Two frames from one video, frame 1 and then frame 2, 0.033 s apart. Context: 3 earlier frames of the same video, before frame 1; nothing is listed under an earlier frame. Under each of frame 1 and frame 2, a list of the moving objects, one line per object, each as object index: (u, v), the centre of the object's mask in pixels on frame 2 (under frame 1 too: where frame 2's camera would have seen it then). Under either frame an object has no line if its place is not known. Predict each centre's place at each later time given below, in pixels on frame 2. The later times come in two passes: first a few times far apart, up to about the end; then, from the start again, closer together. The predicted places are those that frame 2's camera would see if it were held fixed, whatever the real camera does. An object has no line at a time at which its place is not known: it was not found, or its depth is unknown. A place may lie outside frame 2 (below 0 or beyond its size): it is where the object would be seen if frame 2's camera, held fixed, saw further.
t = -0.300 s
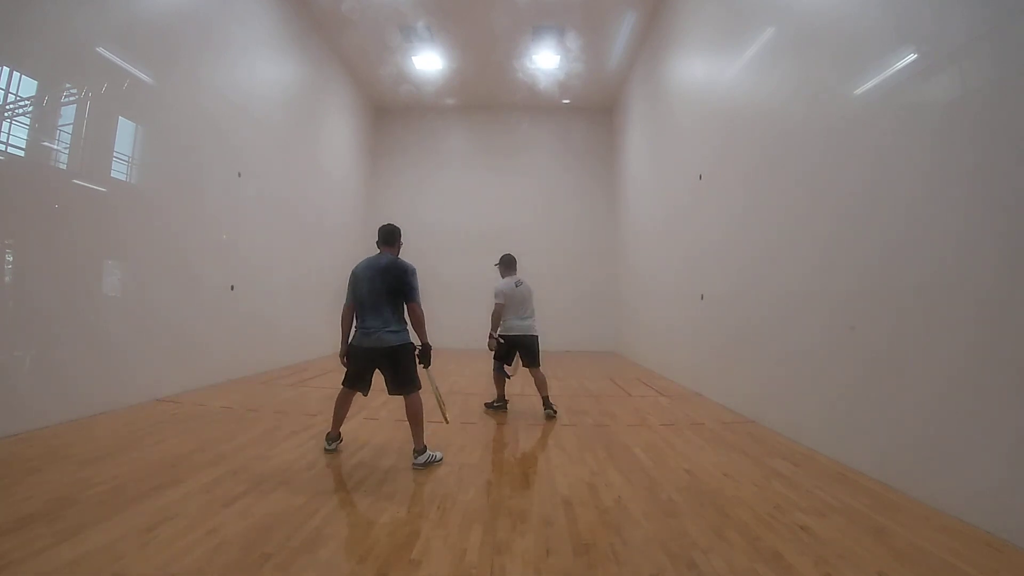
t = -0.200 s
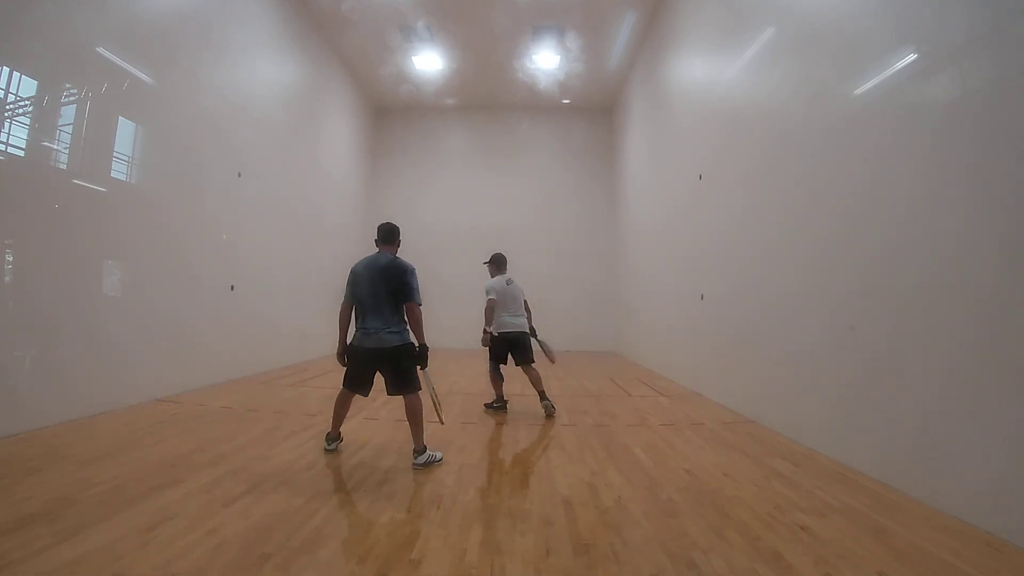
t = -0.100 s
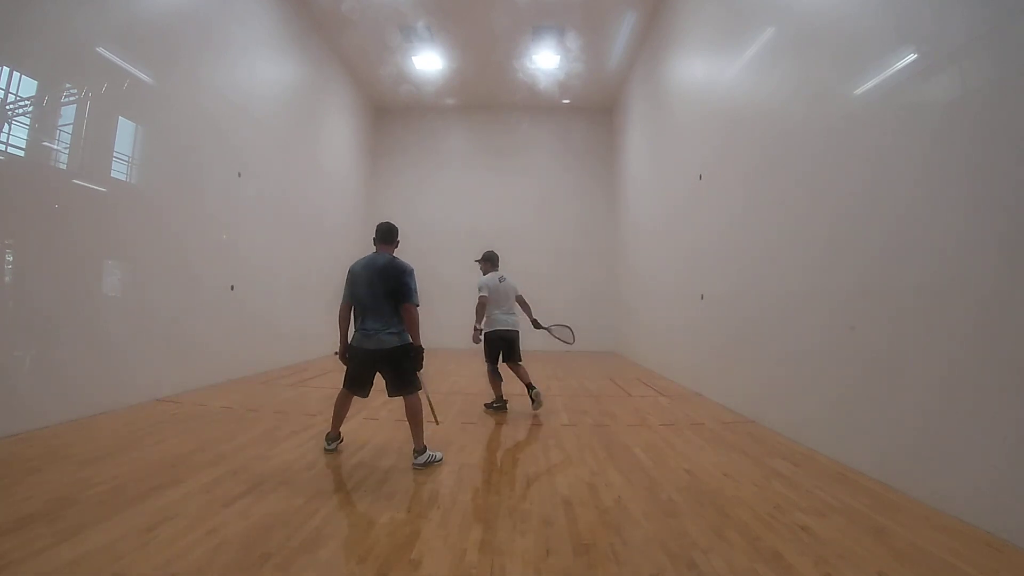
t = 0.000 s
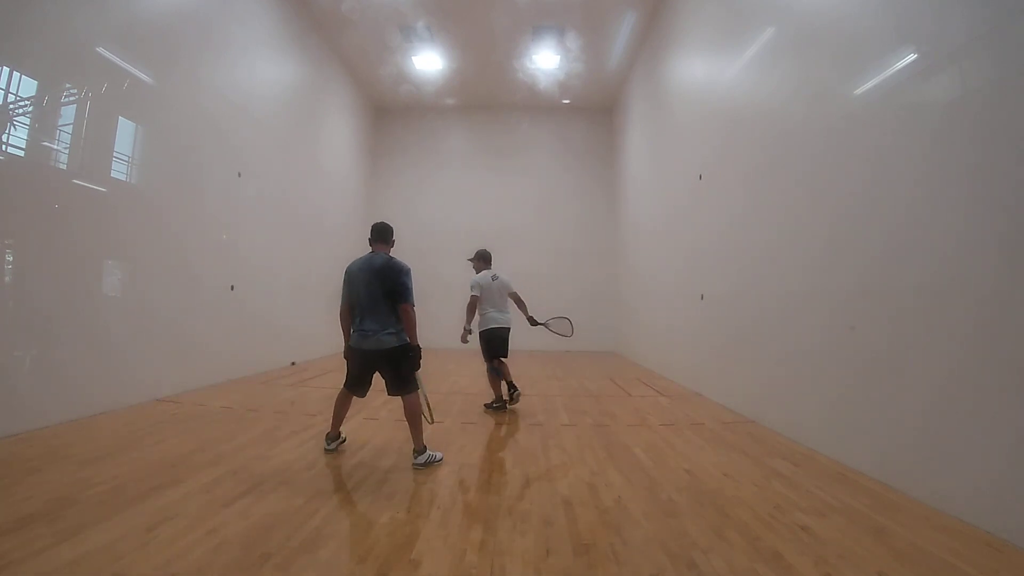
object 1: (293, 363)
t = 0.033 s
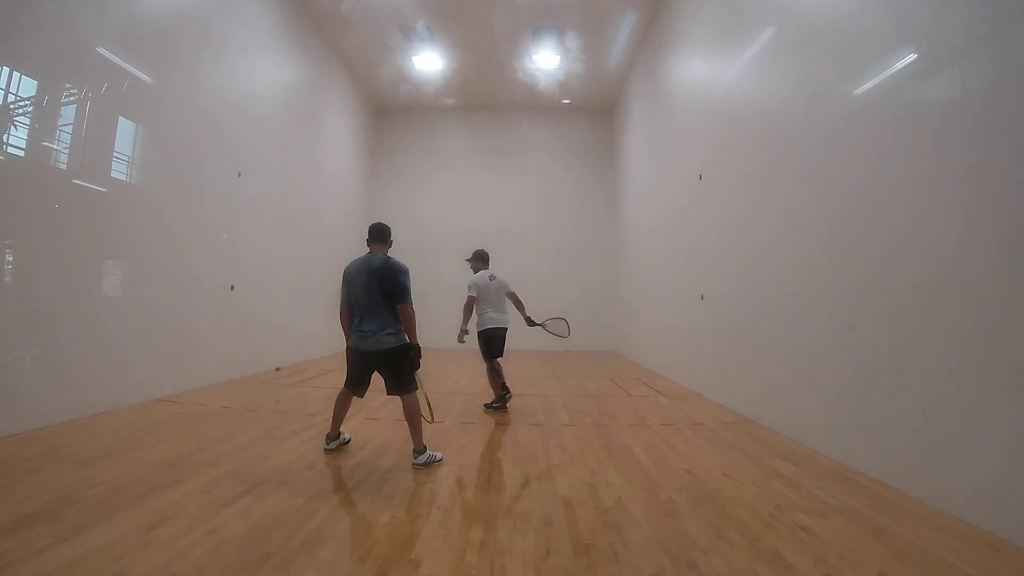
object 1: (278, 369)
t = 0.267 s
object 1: (185, 365)
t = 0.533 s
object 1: (187, 360)
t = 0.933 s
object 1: (172, 471)
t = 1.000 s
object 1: (156, 464)
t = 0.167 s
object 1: (211, 379)
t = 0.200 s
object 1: (193, 375)
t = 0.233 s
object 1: (185, 370)
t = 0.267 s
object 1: (185, 365)
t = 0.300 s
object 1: (185, 361)
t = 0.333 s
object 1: (186, 358)
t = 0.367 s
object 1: (186, 355)
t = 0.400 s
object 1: (186, 354)
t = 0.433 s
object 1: (186, 354)
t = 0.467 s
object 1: (187, 354)
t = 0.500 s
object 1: (187, 356)
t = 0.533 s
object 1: (187, 360)
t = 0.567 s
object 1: (187, 365)
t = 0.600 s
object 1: (188, 373)
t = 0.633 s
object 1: (188, 382)
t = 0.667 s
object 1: (188, 394)
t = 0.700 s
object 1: (188, 409)
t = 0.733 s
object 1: (189, 427)
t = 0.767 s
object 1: (190, 449)
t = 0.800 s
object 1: (192, 475)
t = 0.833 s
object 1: (191, 495)
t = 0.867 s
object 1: (185, 486)
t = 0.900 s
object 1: (178, 478)
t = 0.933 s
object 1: (172, 471)
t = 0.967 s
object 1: (164, 467)
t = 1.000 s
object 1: (156, 464)
